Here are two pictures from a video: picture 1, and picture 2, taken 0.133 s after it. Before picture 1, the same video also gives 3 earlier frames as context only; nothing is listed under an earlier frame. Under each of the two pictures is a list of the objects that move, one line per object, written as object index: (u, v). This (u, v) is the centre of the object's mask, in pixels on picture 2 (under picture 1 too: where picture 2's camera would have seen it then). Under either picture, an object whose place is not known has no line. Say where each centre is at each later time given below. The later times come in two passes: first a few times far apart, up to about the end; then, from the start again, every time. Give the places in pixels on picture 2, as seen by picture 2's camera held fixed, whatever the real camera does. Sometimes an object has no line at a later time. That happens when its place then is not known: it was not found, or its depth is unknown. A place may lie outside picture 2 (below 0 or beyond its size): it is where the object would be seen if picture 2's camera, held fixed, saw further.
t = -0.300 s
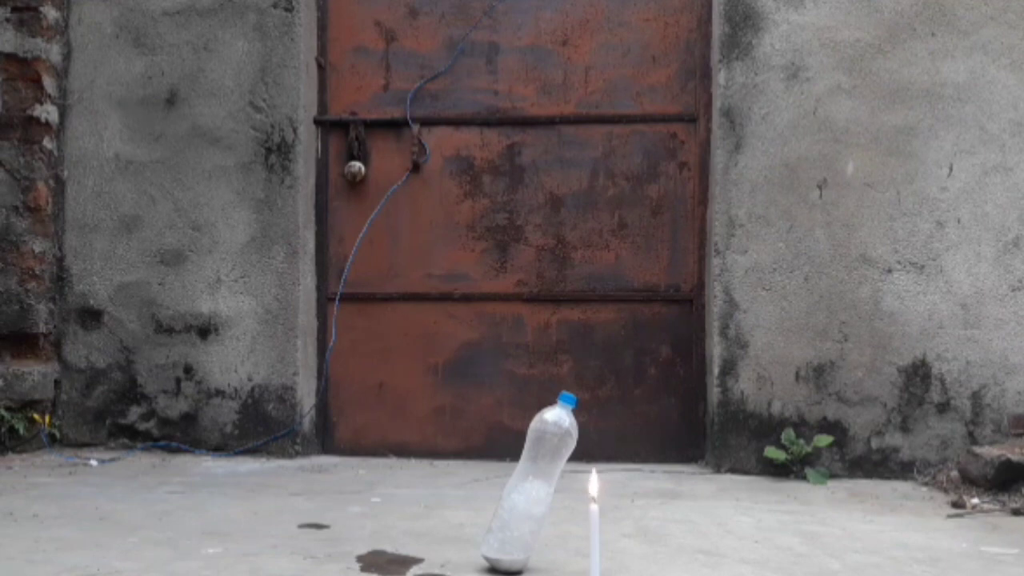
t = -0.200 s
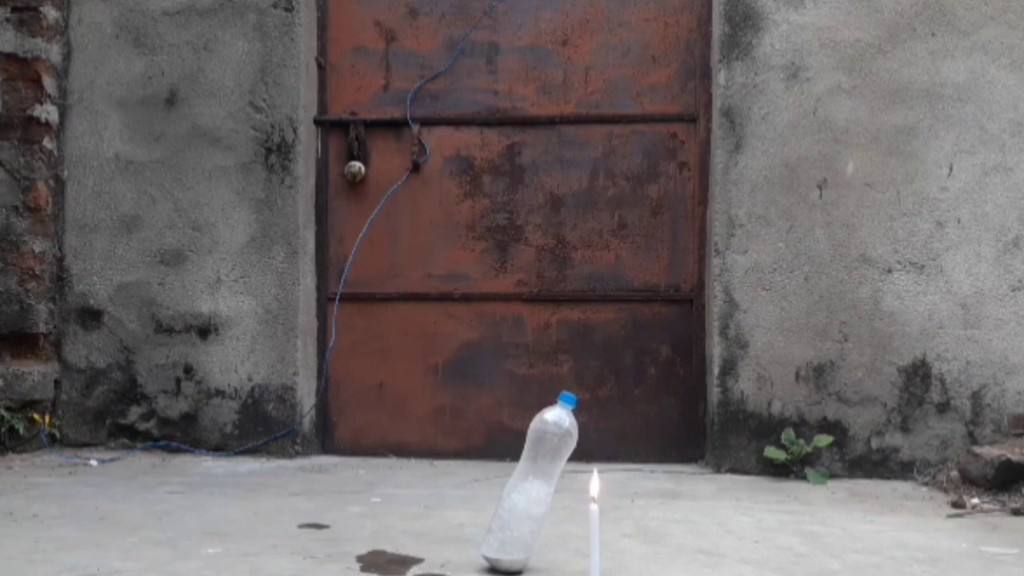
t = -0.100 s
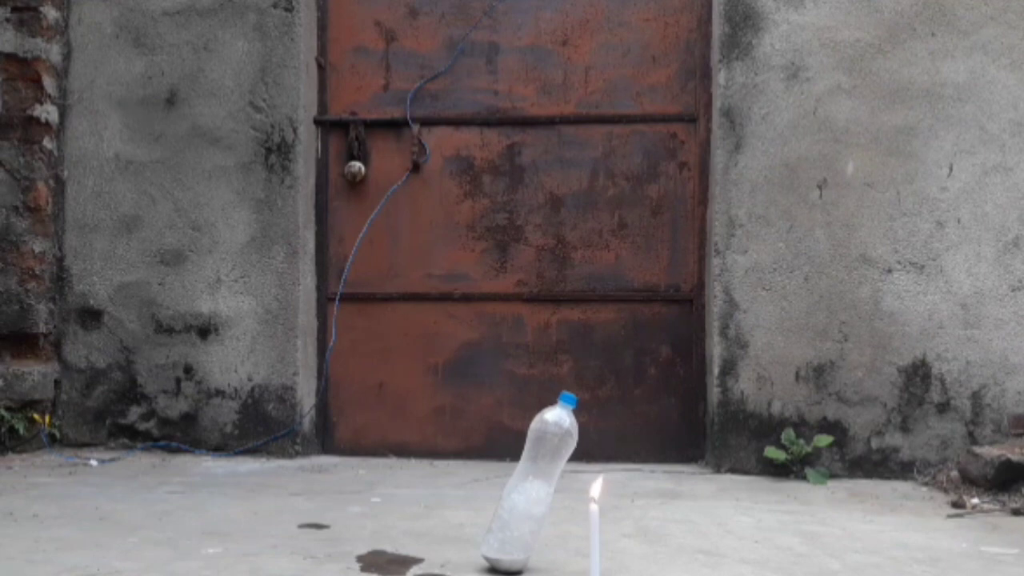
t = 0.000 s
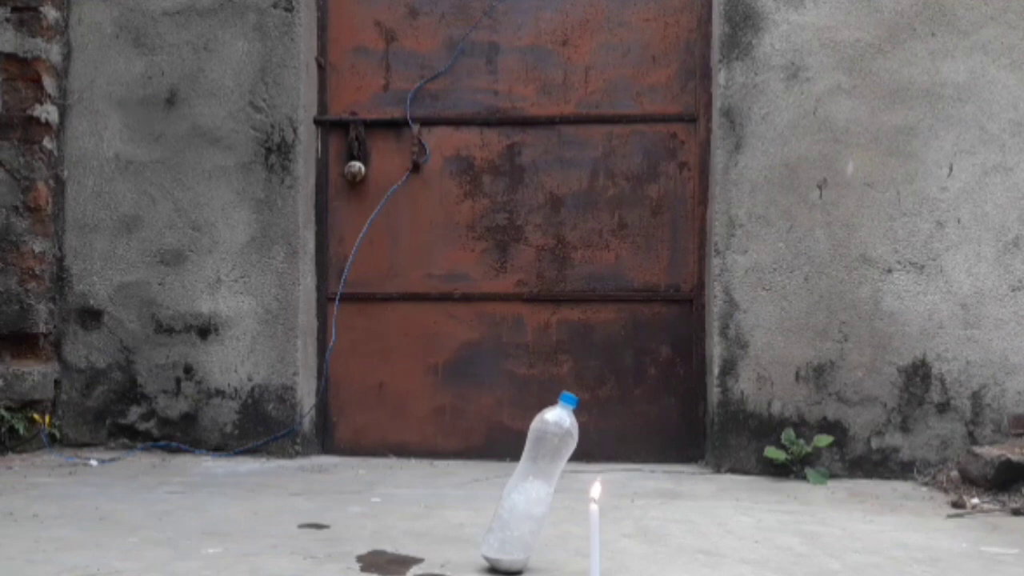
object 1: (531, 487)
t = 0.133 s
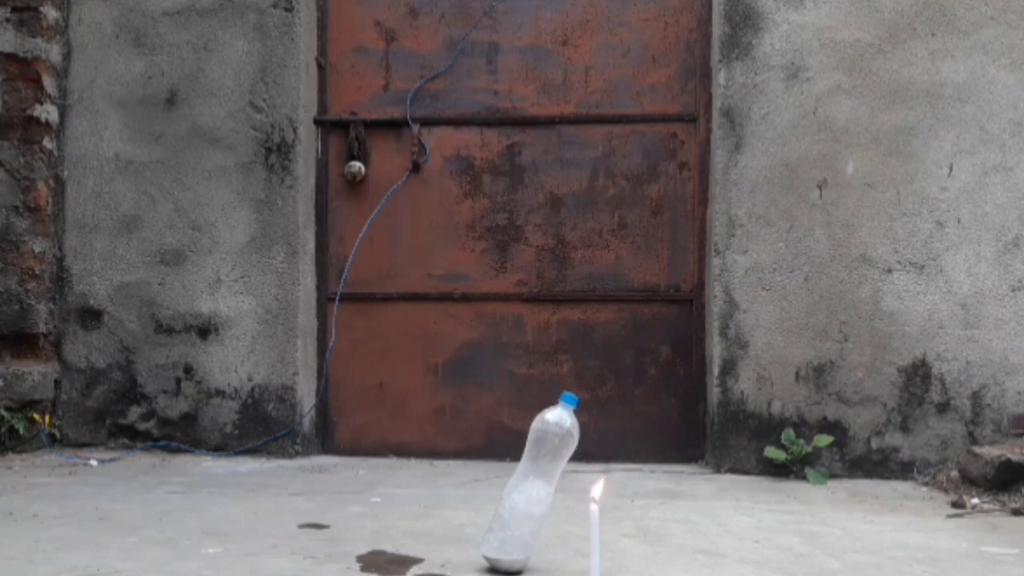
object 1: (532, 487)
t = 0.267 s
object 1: (532, 488)
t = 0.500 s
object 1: (538, 488)
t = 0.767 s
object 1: (556, 495)
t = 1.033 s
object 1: (603, 542)
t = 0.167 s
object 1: (532, 487)
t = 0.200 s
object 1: (532, 488)
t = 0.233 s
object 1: (532, 487)
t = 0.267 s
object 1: (532, 488)
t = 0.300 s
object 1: (533, 488)
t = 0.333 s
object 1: (533, 487)
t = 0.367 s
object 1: (533, 487)
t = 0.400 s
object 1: (533, 488)
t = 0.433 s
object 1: (534, 488)
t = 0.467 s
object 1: (535, 488)
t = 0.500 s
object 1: (538, 488)
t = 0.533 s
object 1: (539, 489)
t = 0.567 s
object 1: (542, 489)
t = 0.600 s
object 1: (544, 490)
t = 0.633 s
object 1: (545, 491)
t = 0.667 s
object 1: (547, 491)
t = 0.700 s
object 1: (550, 492)
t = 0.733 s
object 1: (552, 493)
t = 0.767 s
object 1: (556, 495)
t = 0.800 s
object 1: (561, 498)
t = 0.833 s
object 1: (571, 503)
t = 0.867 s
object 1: (584, 515)
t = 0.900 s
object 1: (601, 539)
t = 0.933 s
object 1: (600, 536)
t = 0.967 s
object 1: (599, 532)
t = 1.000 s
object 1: (606, 546)
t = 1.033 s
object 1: (603, 542)
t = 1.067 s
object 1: (605, 545)
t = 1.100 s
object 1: (605, 546)
